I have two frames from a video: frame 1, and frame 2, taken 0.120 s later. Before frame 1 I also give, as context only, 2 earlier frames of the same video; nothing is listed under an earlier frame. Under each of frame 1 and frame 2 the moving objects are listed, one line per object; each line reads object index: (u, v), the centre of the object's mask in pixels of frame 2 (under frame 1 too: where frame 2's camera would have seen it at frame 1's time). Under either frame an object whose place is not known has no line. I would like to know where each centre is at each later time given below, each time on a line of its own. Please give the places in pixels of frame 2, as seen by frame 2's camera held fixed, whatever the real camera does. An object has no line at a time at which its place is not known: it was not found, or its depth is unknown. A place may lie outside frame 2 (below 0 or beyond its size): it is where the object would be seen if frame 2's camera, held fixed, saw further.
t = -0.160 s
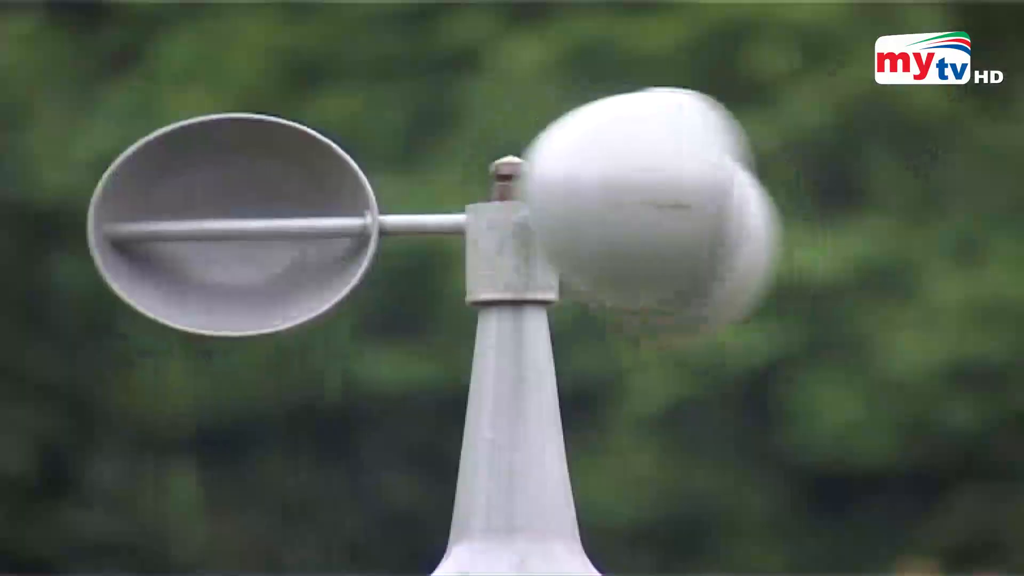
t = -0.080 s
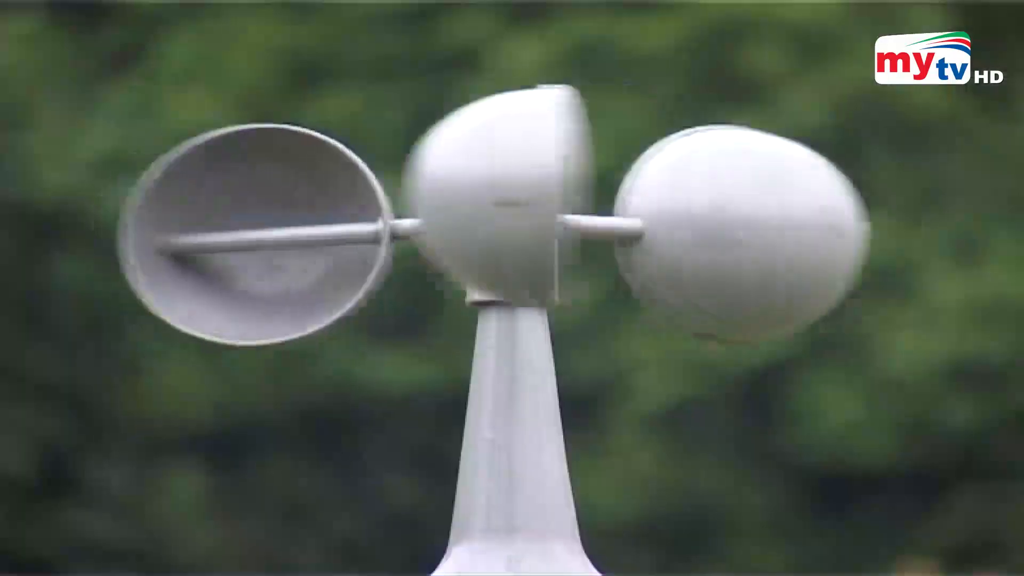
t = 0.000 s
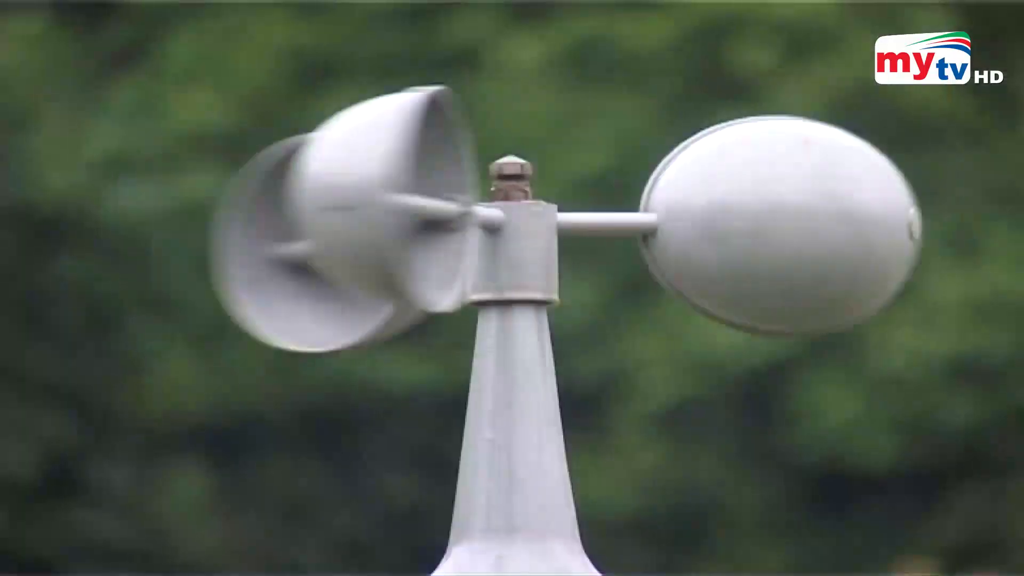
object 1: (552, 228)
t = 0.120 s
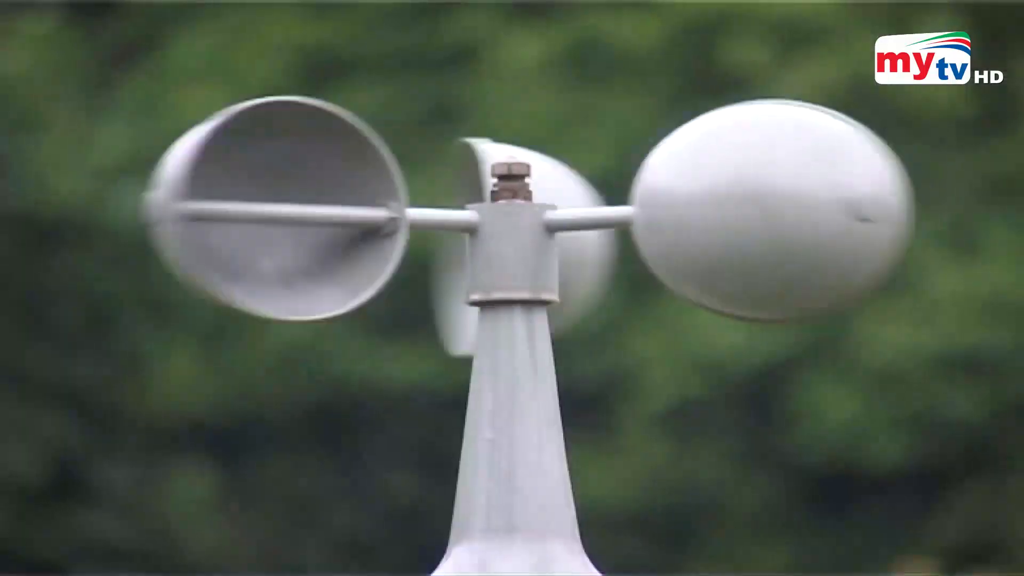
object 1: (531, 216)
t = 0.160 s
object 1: (507, 216)
